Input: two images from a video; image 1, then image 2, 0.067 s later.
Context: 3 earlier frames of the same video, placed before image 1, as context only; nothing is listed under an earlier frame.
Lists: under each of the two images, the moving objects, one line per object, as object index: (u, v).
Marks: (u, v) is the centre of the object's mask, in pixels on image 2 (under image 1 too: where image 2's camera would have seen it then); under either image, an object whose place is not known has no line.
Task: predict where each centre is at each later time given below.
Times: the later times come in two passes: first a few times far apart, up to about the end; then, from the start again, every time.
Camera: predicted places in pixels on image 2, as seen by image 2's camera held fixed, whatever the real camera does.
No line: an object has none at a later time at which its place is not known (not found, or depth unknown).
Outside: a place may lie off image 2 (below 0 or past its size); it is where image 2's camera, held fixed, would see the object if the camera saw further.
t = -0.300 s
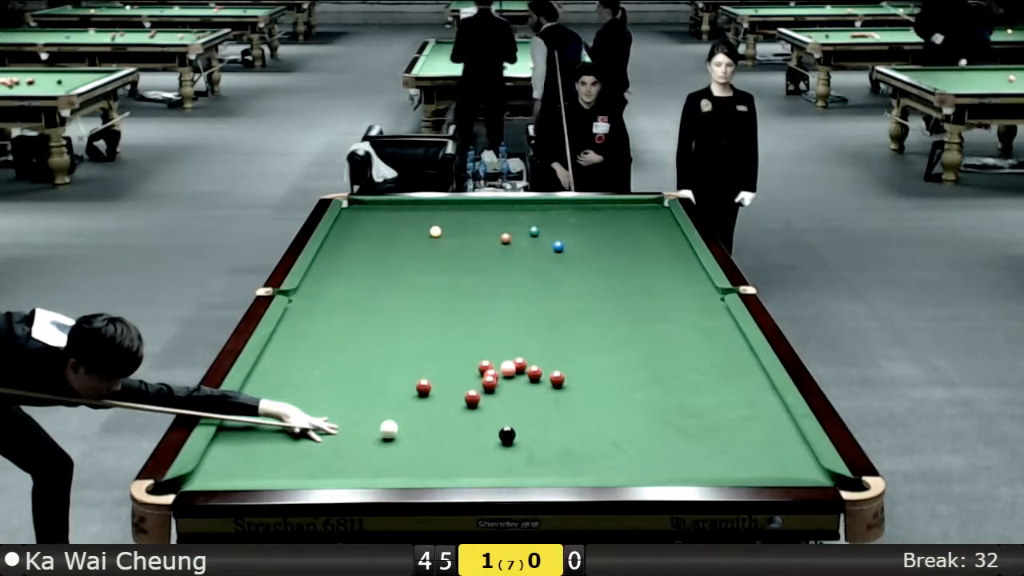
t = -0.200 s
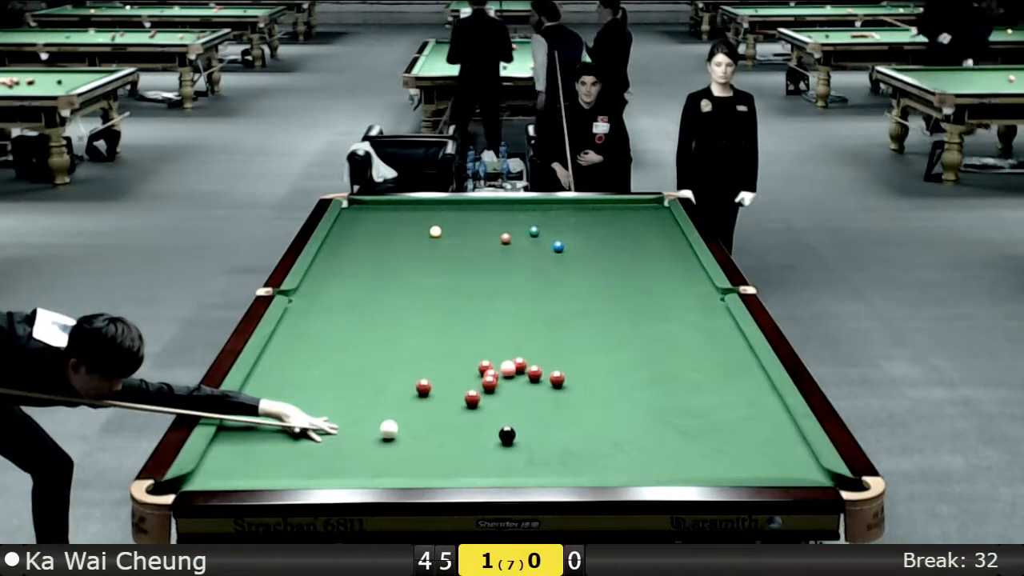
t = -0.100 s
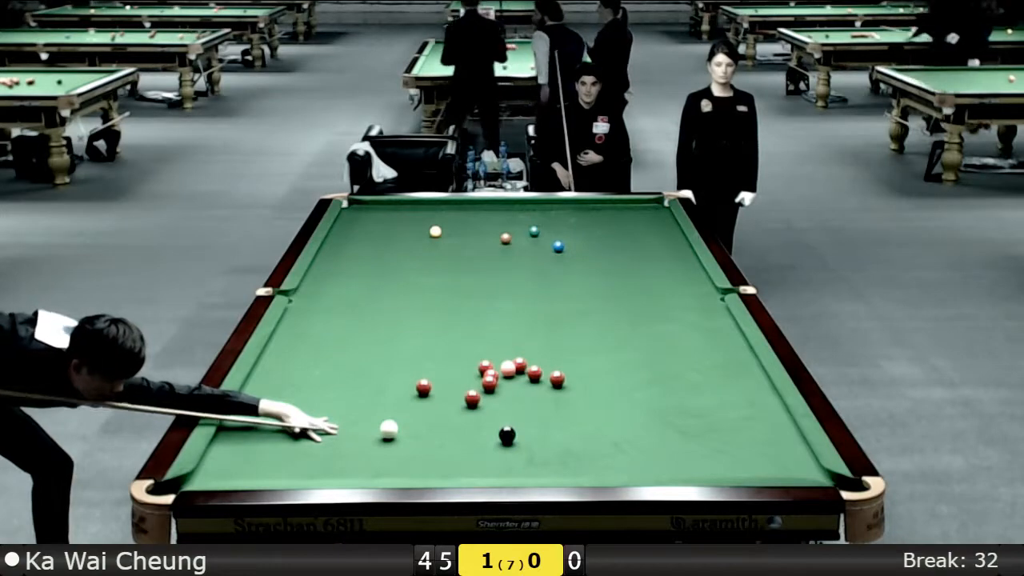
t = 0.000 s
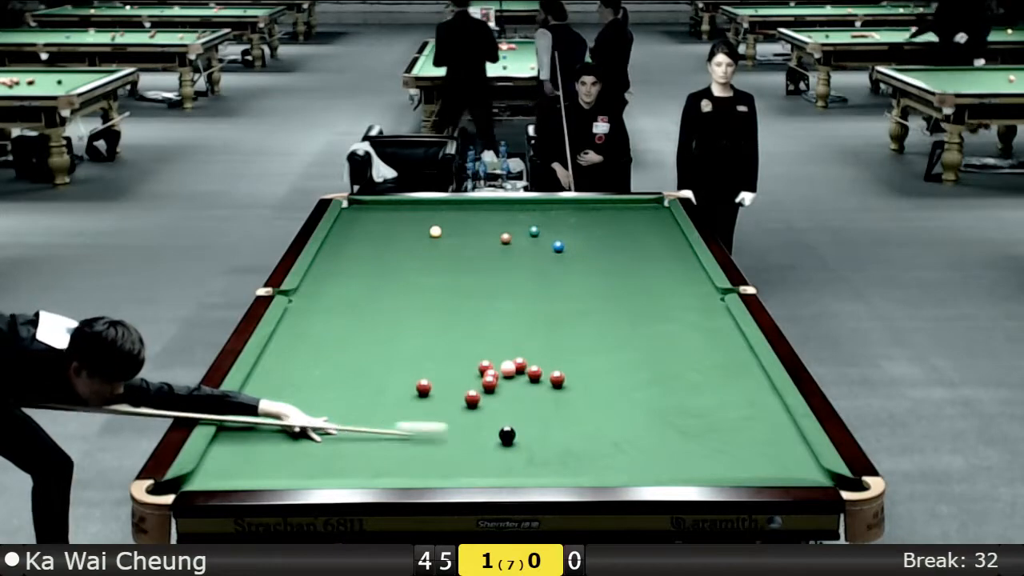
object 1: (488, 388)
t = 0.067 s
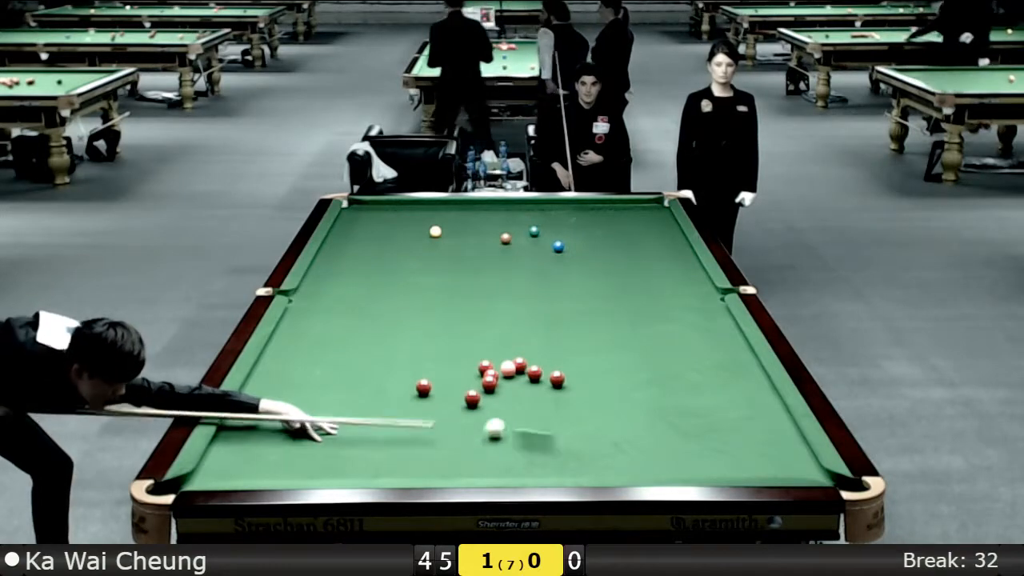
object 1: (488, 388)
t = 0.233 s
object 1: (488, 388)
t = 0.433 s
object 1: (488, 388)
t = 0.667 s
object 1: (471, 382)
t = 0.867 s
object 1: (453, 380)
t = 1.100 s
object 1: (435, 376)
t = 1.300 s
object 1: (419, 373)
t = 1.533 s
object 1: (404, 372)
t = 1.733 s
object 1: (391, 371)
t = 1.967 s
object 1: (378, 369)
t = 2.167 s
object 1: (367, 367)
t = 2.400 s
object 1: (356, 366)
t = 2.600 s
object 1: (348, 365)
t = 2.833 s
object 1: (339, 363)
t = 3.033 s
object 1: (333, 362)
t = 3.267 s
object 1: (327, 361)
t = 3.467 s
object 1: (322, 361)
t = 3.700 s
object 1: (317, 361)
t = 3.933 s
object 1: (315, 360)
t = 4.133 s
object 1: (314, 360)
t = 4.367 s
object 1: (313, 360)
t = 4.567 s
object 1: (313, 360)
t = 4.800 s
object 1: (313, 360)
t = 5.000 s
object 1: (313, 360)
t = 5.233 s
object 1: (313, 360)
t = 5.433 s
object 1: (313, 360)
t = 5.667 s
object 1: (313, 360)
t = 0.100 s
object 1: (488, 388)
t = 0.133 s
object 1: (488, 388)
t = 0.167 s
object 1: (488, 388)
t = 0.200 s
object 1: (488, 388)
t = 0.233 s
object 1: (488, 388)
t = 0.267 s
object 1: (488, 388)
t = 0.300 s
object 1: (488, 388)
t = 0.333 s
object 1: (488, 388)
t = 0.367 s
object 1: (488, 388)
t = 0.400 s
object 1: (488, 388)
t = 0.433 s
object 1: (488, 388)
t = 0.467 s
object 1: (488, 388)
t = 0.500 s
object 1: (487, 388)
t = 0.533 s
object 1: (483, 387)
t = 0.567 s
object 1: (480, 385)
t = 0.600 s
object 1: (477, 385)
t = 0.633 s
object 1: (474, 382)
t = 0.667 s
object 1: (471, 382)
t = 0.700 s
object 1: (468, 382)
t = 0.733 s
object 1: (465, 381)
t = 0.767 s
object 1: (462, 381)
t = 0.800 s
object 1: (459, 380)
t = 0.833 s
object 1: (456, 380)
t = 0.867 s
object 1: (453, 380)
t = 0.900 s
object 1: (450, 379)
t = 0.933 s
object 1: (447, 379)
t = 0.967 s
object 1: (445, 378)
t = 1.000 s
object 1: (442, 378)
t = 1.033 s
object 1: (440, 377)
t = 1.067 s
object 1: (437, 377)
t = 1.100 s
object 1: (435, 376)
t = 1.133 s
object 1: (433, 376)
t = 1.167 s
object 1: (430, 375)
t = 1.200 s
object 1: (428, 374)
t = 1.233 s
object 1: (425, 373)
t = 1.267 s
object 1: (422, 373)
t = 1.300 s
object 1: (419, 373)
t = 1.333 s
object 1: (417, 374)
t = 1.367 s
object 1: (415, 374)
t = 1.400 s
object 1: (413, 374)
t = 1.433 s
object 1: (410, 373)
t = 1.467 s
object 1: (408, 373)
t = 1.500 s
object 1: (406, 373)
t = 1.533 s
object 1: (404, 372)
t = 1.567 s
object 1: (401, 372)
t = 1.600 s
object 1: (399, 372)
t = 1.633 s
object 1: (397, 372)
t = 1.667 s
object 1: (395, 371)
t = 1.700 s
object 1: (393, 371)
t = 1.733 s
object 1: (391, 371)
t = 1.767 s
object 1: (389, 370)
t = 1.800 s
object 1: (387, 370)
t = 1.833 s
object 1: (385, 370)
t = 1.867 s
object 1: (383, 369)
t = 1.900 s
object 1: (381, 369)
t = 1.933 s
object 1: (379, 369)
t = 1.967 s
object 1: (378, 369)
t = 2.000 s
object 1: (376, 368)
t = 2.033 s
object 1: (374, 368)
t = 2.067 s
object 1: (372, 368)
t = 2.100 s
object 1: (370, 368)
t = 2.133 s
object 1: (369, 367)
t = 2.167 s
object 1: (367, 367)
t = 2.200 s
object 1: (366, 367)
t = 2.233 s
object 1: (364, 367)
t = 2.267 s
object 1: (362, 367)
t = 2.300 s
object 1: (361, 366)
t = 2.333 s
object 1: (359, 366)
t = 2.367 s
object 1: (357, 366)
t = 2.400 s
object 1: (356, 366)
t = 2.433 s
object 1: (355, 365)
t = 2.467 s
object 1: (353, 365)
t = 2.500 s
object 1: (352, 365)
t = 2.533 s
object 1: (350, 365)
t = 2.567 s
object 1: (349, 365)
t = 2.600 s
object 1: (348, 365)
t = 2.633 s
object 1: (347, 364)
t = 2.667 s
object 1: (345, 364)
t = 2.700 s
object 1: (344, 364)
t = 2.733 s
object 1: (343, 364)
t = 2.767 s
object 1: (341, 363)
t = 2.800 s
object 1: (340, 363)
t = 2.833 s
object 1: (339, 363)
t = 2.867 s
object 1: (338, 363)
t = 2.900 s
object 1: (337, 363)
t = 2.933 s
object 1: (336, 363)
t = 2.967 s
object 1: (335, 363)
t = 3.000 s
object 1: (334, 363)
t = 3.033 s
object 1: (333, 362)
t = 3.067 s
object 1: (332, 362)
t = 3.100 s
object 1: (331, 362)
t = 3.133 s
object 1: (330, 362)
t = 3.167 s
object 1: (329, 362)
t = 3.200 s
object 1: (328, 362)
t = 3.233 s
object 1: (327, 362)
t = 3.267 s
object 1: (327, 361)
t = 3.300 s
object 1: (326, 361)
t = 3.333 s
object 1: (325, 361)
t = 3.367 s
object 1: (324, 361)
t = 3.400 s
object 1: (323, 361)
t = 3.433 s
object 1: (322, 361)
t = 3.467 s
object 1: (322, 361)
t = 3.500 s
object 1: (321, 361)
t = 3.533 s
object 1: (321, 361)
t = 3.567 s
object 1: (320, 361)
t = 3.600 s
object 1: (319, 361)
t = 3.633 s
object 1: (319, 361)
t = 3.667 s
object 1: (318, 361)
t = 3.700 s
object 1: (317, 361)
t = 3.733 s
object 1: (317, 361)
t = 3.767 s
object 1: (317, 361)
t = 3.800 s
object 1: (316, 361)
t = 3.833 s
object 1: (316, 360)
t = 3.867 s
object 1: (315, 361)
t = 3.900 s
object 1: (315, 360)
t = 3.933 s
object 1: (315, 360)
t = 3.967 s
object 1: (315, 360)
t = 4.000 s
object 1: (314, 360)
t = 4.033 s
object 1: (314, 360)
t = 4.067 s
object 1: (314, 360)
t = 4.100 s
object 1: (314, 360)
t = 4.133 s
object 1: (314, 360)
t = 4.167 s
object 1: (313, 360)
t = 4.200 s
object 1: (313, 360)
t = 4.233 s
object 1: (313, 360)
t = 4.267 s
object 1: (313, 360)
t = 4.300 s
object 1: (313, 360)
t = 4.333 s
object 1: (313, 360)
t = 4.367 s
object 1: (313, 360)
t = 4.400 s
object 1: (313, 360)
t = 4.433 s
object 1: (313, 360)
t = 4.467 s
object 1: (313, 360)
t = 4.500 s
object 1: (313, 360)
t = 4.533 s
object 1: (313, 360)
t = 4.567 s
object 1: (313, 360)
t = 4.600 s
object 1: (313, 360)
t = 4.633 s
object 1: (313, 360)
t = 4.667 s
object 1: (313, 360)
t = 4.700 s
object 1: (313, 360)
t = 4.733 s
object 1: (313, 360)
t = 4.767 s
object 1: (313, 360)
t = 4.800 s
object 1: (313, 360)
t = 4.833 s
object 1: (313, 360)
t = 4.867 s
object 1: (313, 360)
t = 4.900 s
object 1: (313, 360)
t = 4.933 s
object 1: (313, 360)
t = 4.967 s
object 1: (313, 360)
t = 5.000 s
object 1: (313, 360)
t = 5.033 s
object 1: (313, 360)
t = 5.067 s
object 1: (313, 360)
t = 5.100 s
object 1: (313, 360)
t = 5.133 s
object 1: (313, 360)
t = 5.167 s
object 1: (313, 360)
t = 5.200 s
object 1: (313, 360)
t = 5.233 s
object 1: (313, 360)
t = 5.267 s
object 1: (313, 360)
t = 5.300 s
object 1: (313, 360)
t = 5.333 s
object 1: (313, 360)
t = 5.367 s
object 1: (313, 360)
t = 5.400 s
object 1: (313, 360)
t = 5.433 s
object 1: (313, 360)
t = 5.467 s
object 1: (313, 360)
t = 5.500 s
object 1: (313, 360)
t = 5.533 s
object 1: (313, 360)
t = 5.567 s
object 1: (313, 360)
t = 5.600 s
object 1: (313, 360)
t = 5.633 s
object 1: (313, 360)
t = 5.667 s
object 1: (313, 360)
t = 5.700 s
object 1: (313, 360)
